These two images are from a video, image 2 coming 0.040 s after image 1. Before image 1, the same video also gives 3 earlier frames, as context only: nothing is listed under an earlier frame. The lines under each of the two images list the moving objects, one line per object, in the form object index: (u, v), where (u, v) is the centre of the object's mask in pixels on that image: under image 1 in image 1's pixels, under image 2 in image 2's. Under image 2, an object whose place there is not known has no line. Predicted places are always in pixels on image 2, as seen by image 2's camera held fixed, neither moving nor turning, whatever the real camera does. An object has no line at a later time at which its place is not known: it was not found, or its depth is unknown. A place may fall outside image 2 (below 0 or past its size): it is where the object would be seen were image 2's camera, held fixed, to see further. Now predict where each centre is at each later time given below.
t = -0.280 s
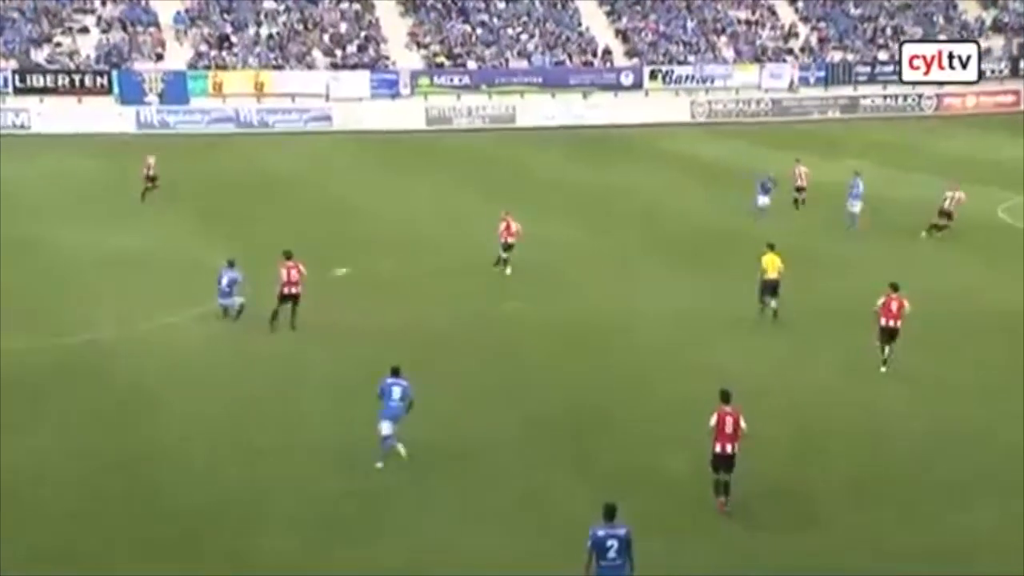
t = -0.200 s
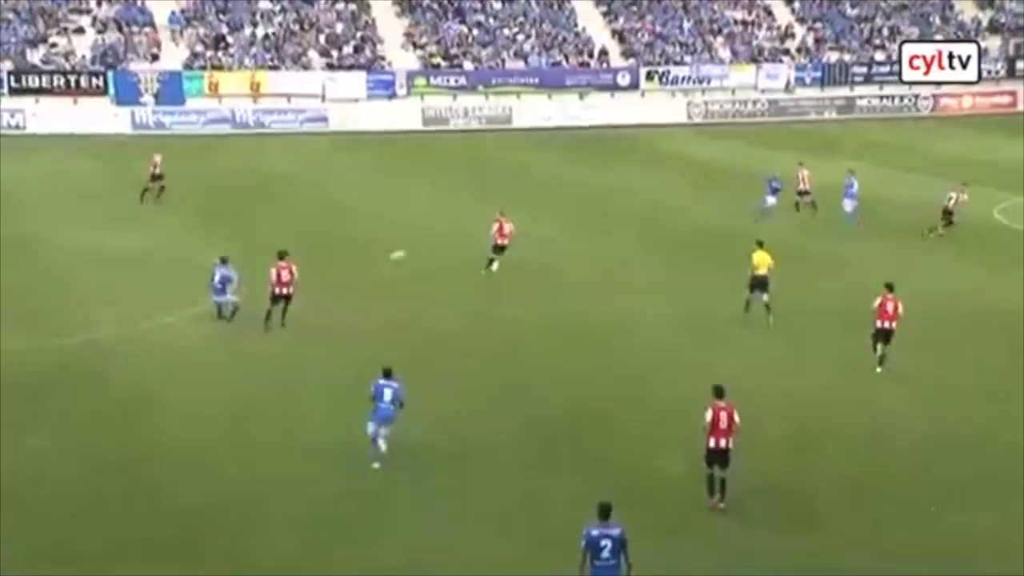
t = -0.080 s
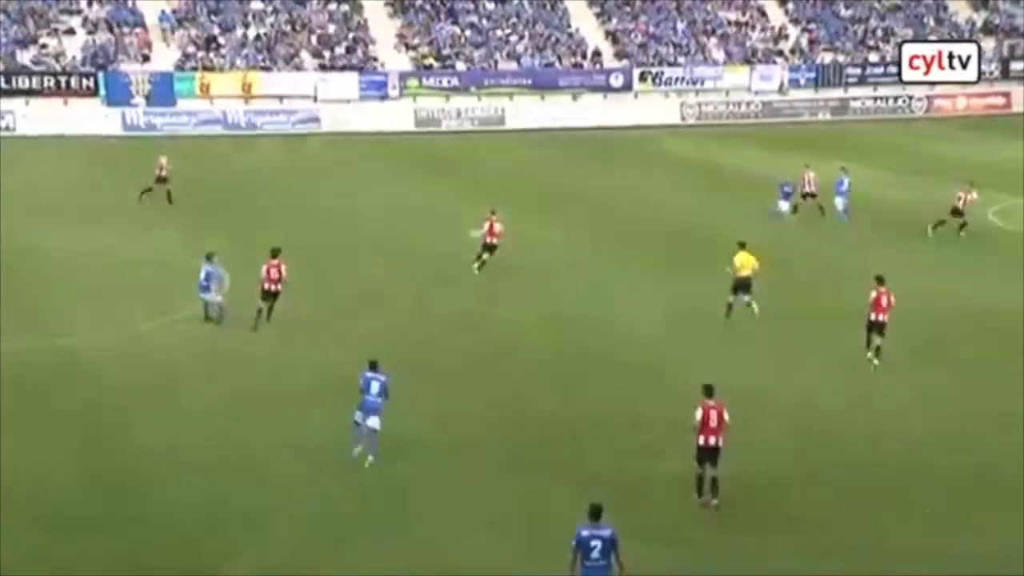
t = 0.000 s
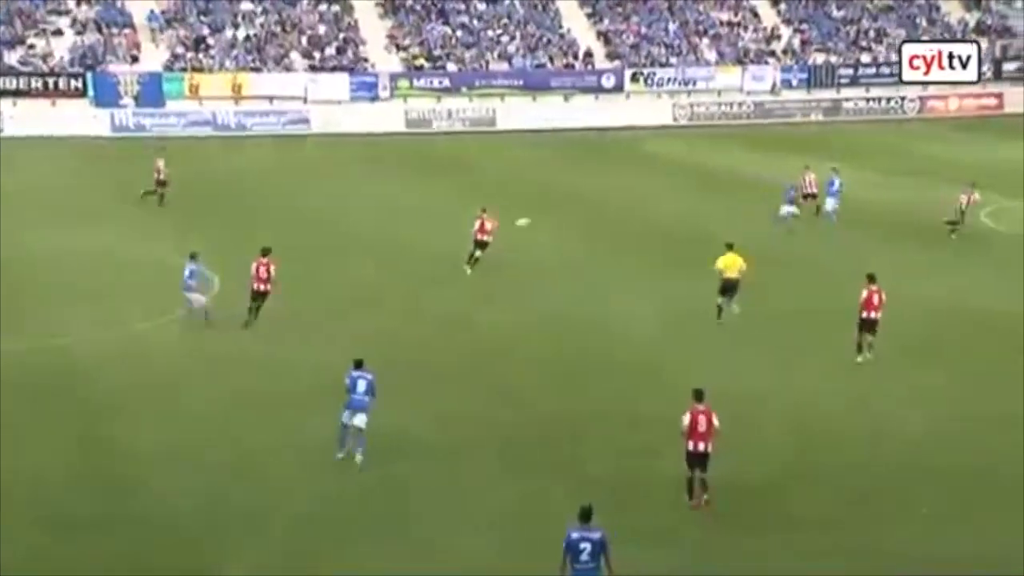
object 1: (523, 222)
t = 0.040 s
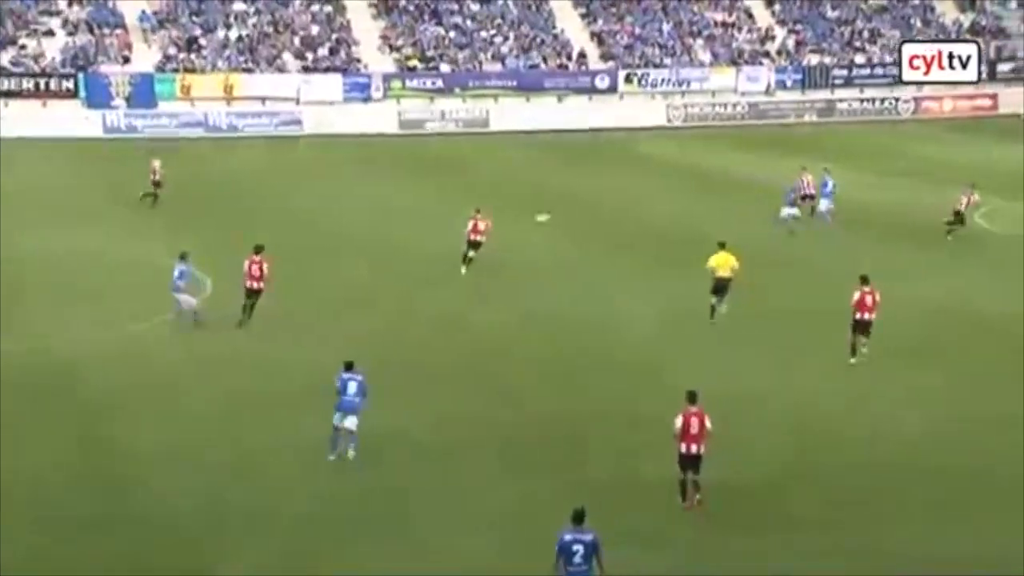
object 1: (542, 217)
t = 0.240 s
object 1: (667, 198)
